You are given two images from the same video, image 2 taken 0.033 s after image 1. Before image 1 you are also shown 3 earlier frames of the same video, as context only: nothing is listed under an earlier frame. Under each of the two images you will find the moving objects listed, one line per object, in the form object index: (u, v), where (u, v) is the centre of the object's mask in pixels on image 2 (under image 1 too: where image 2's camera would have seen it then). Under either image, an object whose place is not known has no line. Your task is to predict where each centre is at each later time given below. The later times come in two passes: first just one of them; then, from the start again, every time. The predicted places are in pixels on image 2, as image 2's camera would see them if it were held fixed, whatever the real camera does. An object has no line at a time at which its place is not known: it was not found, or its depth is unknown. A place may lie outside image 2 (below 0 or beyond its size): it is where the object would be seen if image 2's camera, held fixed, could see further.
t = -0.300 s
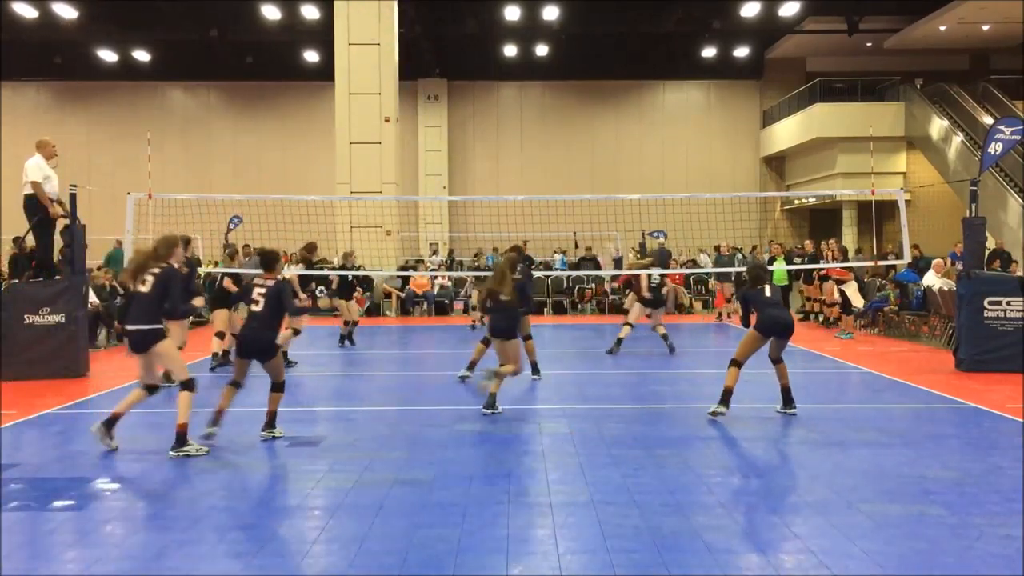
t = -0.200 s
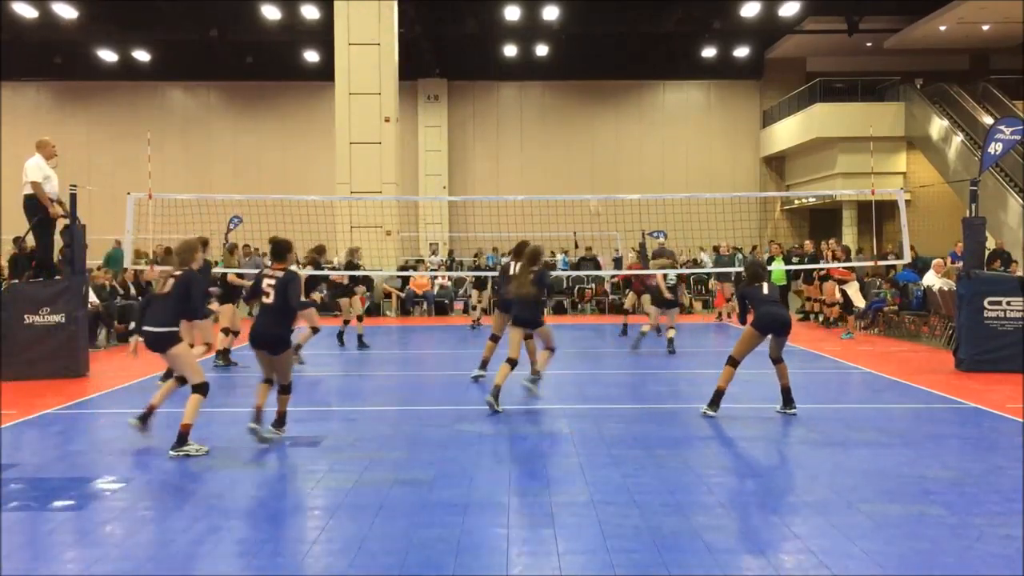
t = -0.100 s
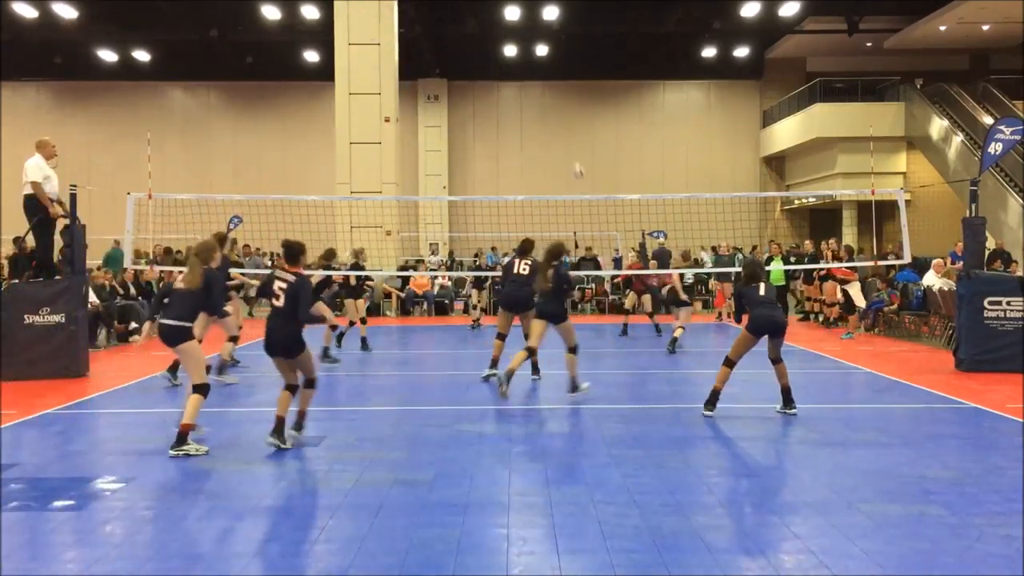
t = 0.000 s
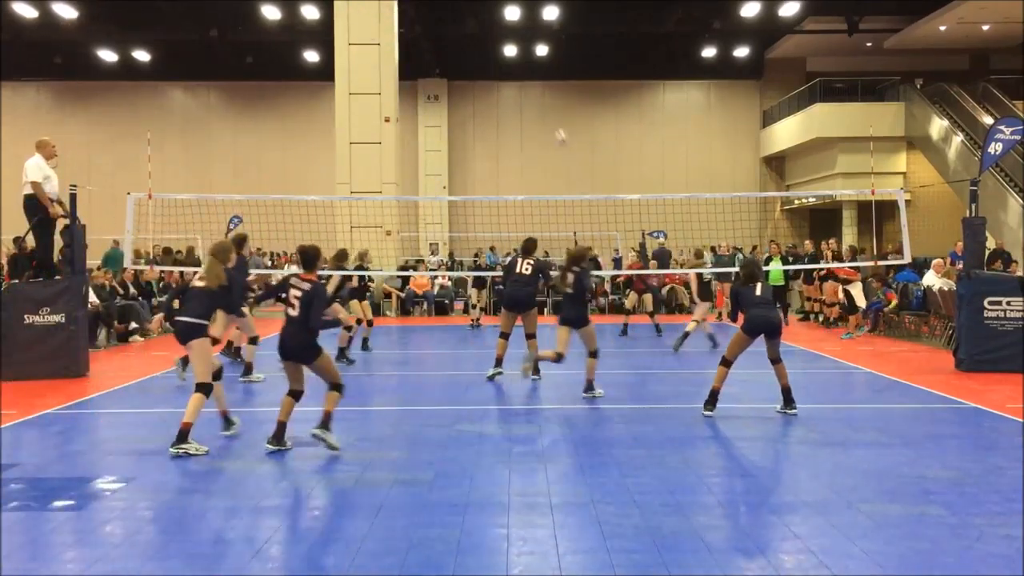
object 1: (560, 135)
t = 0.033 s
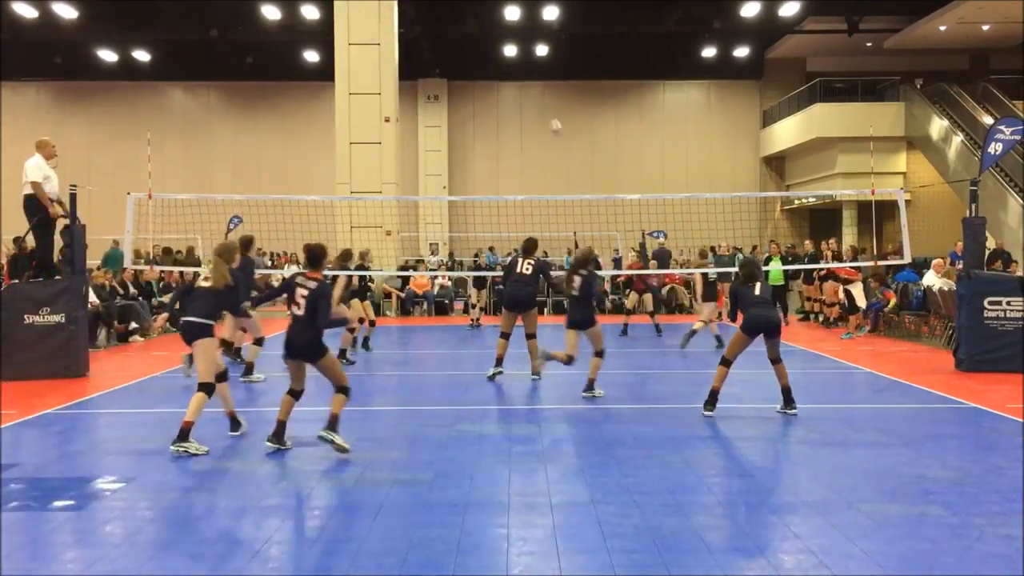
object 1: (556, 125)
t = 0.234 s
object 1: (523, 79)
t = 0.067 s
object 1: (551, 118)
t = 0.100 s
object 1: (545, 109)
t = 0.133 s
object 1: (539, 100)
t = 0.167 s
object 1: (534, 92)
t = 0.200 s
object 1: (529, 86)
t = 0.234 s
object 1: (523, 79)
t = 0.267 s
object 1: (518, 74)
